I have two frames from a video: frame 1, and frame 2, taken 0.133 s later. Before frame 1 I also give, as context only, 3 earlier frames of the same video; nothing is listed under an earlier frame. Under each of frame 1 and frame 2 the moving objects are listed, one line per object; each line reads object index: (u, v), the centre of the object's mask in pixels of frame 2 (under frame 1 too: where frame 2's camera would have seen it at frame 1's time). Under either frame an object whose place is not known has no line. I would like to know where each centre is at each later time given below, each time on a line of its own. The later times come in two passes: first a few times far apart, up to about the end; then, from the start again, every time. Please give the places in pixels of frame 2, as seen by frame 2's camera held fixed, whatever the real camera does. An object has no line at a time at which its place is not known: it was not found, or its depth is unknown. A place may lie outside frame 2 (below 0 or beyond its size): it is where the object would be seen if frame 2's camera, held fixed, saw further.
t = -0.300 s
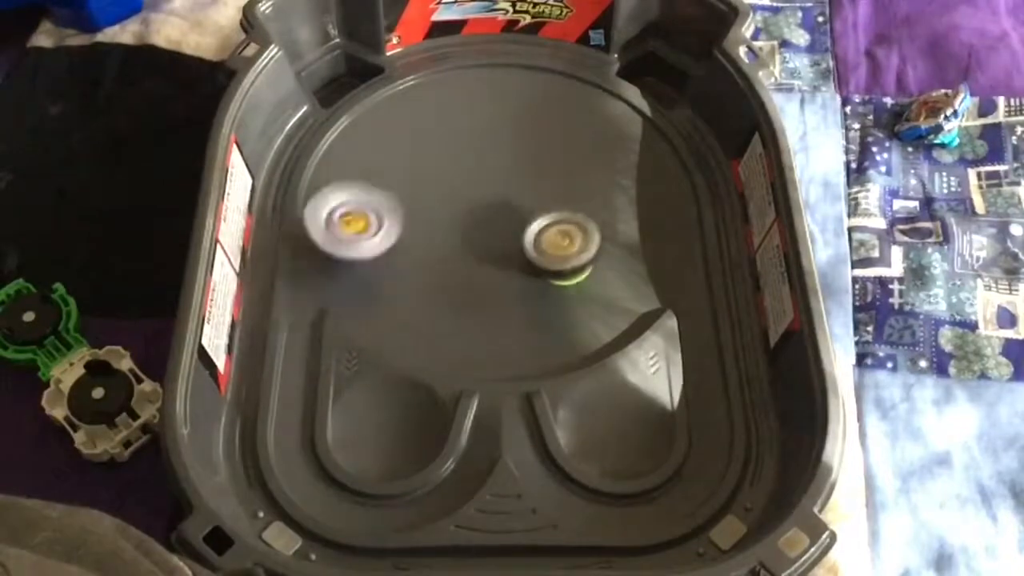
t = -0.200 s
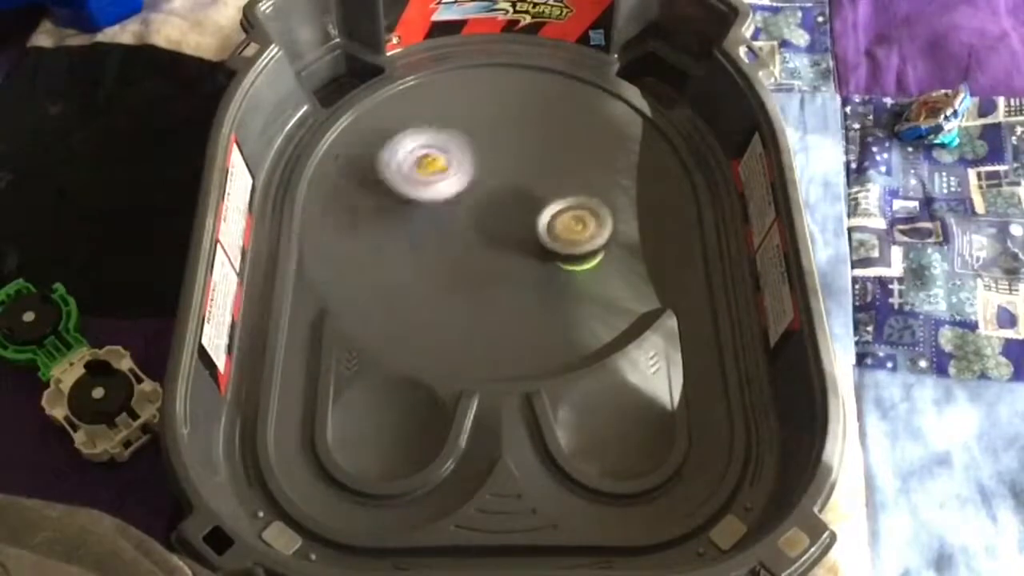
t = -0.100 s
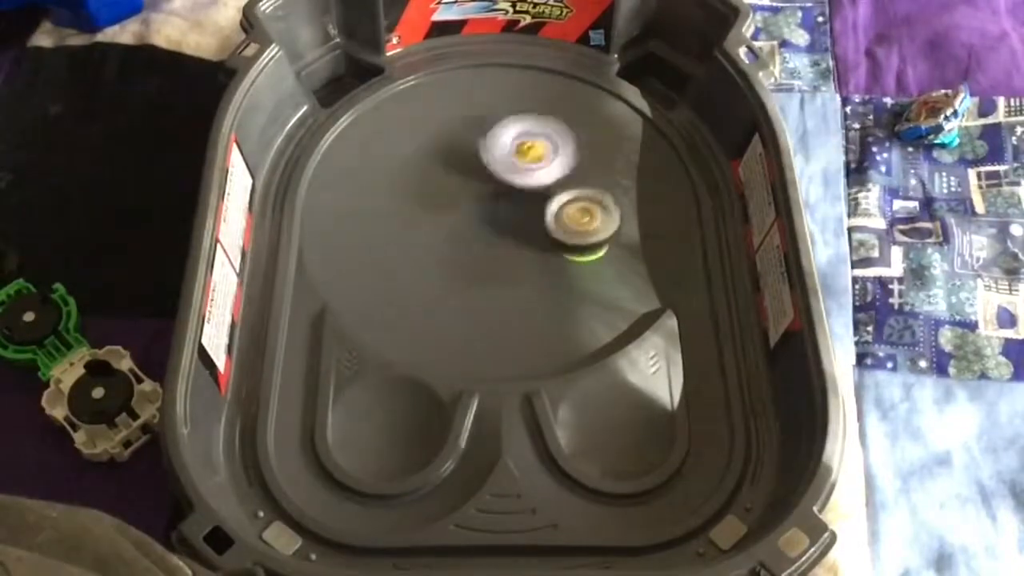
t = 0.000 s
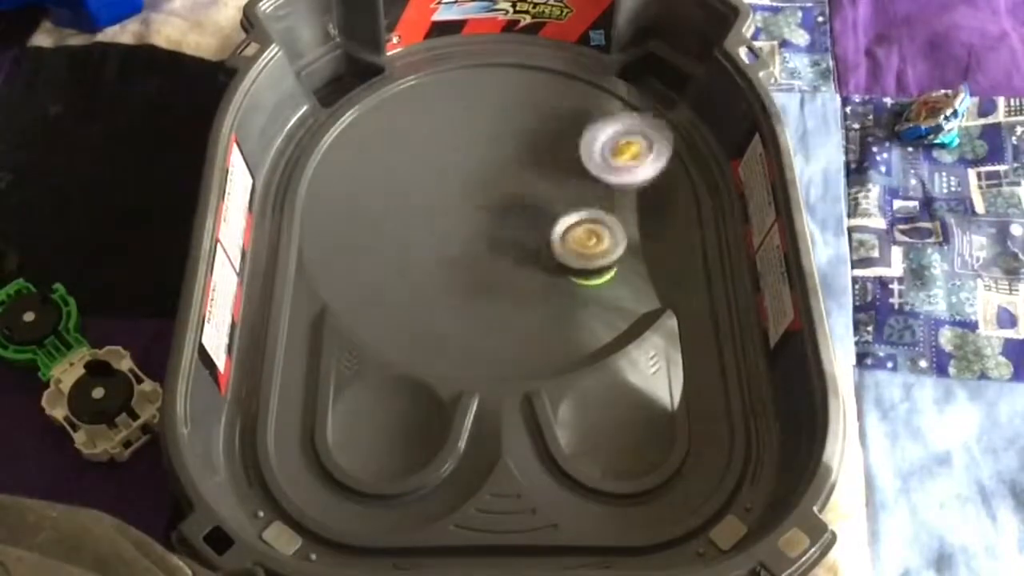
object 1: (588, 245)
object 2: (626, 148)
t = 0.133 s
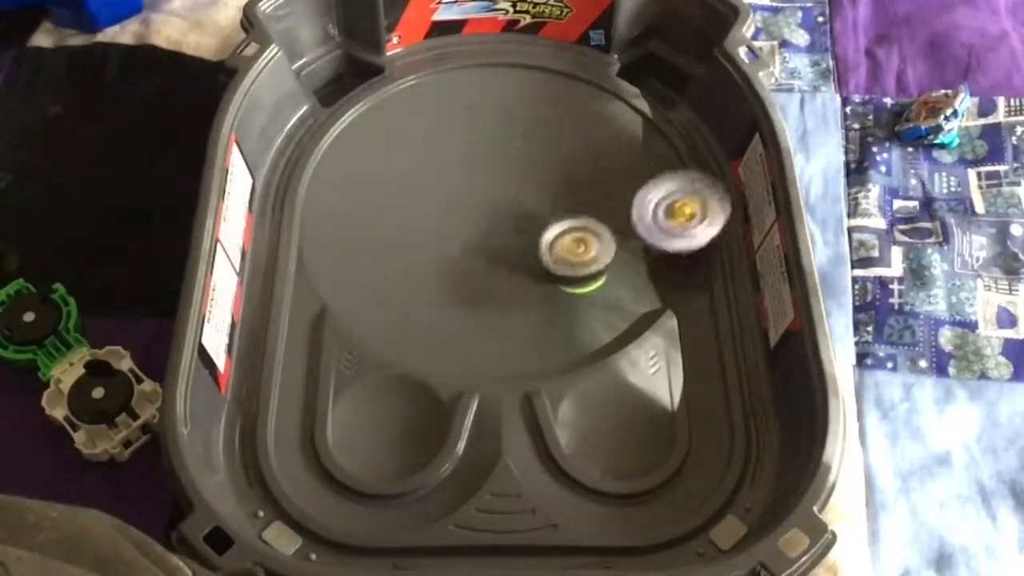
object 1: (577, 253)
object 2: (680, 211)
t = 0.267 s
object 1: (535, 230)
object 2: (653, 279)
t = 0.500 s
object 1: (410, 188)
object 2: (521, 266)
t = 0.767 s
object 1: (378, 241)
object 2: (557, 129)
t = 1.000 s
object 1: (469, 256)
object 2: (667, 148)
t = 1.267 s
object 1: (428, 162)
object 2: (608, 246)
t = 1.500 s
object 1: (369, 141)
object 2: (542, 242)
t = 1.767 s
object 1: (423, 189)
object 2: (568, 137)
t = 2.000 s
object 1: (509, 167)
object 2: (606, 169)
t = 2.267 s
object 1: (476, 141)
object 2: (540, 239)
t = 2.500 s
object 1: (498, 52)
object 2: (460, 276)
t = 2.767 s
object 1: (505, 140)
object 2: (376, 245)
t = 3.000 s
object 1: (573, 190)
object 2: (468, 212)
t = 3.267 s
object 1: (679, 184)
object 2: (545, 242)
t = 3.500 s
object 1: (621, 208)
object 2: (549, 251)
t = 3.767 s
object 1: (583, 214)
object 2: (436, 201)
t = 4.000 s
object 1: (535, 230)
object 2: (491, 122)
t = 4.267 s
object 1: (478, 244)
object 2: (584, 186)
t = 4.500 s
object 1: (415, 202)
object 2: (569, 267)
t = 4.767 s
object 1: (397, 171)
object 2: (517, 294)
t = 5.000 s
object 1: (450, 160)
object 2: (522, 197)
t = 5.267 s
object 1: (489, 110)
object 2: (652, 163)
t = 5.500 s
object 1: (546, 107)
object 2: (654, 202)
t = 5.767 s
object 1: (591, 142)
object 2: (518, 193)
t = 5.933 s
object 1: (601, 182)
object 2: (442, 158)
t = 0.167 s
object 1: (572, 251)
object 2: (673, 231)
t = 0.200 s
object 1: (568, 247)
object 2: (661, 248)
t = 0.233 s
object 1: (559, 241)
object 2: (651, 264)
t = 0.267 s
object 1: (535, 230)
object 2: (653, 279)
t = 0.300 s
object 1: (514, 219)
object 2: (632, 287)
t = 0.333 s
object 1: (494, 209)
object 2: (611, 293)
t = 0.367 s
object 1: (475, 201)
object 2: (591, 297)
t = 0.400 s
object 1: (457, 195)
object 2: (571, 297)
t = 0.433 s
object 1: (440, 191)
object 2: (553, 291)
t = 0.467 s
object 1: (425, 189)
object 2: (534, 281)
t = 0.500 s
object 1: (410, 188)
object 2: (521, 266)
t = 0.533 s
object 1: (398, 189)
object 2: (509, 249)
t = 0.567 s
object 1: (388, 193)
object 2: (506, 230)
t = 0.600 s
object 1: (380, 198)
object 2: (505, 210)
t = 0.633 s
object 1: (375, 204)
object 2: (510, 190)
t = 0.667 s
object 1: (372, 212)
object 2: (516, 173)
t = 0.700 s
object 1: (372, 221)
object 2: (526, 156)
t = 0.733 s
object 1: (373, 231)
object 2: (540, 142)
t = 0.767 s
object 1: (378, 241)
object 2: (557, 129)
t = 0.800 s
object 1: (386, 250)
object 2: (579, 118)
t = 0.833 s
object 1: (398, 258)
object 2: (600, 112)
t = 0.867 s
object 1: (411, 263)
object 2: (622, 111)
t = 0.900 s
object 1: (425, 266)
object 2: (640, 116)
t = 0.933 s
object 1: (440, 265)
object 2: (655, 123)
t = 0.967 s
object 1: (454, 261)
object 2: (663, 134)
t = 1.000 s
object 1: (469, 256)
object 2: (667, 148)
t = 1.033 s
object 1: (482, 249)
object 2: (663, 164)
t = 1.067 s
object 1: (493, 240)
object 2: (655, 181)
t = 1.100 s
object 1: (503, 231)
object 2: (638, 198)
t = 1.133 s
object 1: (509, 220)
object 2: (618, 212)
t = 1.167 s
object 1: (510, 208)
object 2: (594, 221)
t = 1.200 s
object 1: (481, 193)
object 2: (601, 229)
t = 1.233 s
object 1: (451, 176)
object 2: (608, 237)
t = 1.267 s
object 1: (428, 162)
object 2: (608, 246)
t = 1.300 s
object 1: (409, 149)
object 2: (605, 252)
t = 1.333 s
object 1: (395, 140)
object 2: (599, 257)
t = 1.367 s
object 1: (385, 134)
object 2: (590, 260)
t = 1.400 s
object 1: (379, 132)
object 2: (578, 260)
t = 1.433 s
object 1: (374, 133)
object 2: (565, 258)
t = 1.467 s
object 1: (371, 136)
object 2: (555, 252)
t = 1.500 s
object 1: (369, 141)
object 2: (542, 242)
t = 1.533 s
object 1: (369, 146)
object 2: (533, 230)
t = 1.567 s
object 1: (370, 152)
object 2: (528, 215)
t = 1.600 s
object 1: (374, 160)
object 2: (528, 200)
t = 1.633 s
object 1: (381, 168)
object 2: (530, 183)
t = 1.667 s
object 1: (390, 175)
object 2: (534, 168)
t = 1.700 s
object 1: (400, 182)
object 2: (544, 155)
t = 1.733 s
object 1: (411, 186)
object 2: (555, 144)
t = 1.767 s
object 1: (423, 189)
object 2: (568, 137)
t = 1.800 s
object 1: (436, 191)
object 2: (583, 133)
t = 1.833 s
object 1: (450, 191)
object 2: (596, 132)
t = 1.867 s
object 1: (462, 189)
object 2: (606, 135)
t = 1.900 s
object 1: (476, 185)
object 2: (610, 141)
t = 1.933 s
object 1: (489, 180)
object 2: (613, 150)
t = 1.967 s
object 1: (500, 173)
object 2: (613, 159)
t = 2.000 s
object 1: (509, 167)
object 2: (606, 169)
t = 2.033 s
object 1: (512, 161)
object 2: (600, 179)
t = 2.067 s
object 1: (500, 152)
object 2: (605, 191)
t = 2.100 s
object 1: (489, 143)
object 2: (605, 204)
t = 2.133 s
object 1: (481, 138)
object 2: (601, 216)
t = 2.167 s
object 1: (476, 136)
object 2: (591, 226)
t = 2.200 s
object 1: (474, 137)
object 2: (576, 234)
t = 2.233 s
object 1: (474, 139)
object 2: (559, 239)
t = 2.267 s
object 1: (476, 141)
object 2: (540, 239)
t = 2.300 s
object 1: (479, 144)
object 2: (523, 234)
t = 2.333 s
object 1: (484, 148)
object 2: (508, 225)
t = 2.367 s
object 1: (489, 148)
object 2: (495, 215)
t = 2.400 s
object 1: (493, 125)
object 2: (489, 232)
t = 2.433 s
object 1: (496, 93)
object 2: (484, 250)
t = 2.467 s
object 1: (496, 71)
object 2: (474, 265)
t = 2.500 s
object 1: (498, 52)
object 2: (460, 276)
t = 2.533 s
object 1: (499, 51)
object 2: (444, 286)
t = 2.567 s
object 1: (500, 62)
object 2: (426, 292)
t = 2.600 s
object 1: (500, 71)
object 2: (408, 294)
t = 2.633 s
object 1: (500, 84)
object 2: (391, 289)
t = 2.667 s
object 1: (502, 98)
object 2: (378, 282)
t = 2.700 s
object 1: (503, 110)
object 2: (370, 271)
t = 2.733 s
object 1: (503, 125)
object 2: (370, 258)
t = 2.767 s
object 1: (505, 140)
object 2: (376, 245)
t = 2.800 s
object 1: (507, 154)
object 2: (389, 233)
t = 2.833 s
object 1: (510, 165)
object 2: (405, 223)
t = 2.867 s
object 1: (514, 176)
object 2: (424, 215)
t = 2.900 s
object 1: (522, 186)
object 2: (441, 211)
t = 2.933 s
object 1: (540, 189)
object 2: (448, 210)
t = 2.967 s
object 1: (558, 189)
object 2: (456, 211)
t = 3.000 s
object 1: (573, 190)
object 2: (468, 212)
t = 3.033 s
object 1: (590, 190)
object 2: (479, 214)
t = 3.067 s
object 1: (607, 189)
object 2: (493, 217)
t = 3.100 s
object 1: (620, 188)
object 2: (504, 222)
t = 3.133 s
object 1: (635, 189)
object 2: (515, 226)
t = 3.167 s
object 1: (649, 187)
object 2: (524, 230)
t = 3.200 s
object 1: (659, 186)
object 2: (533, 234)
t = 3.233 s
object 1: (669, 186)
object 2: (539, 239)
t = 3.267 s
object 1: (679, 184)
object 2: (545, 242)
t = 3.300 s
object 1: (685, 183)
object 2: (549, 246)
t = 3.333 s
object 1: (680, 189)
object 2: (552, 249)
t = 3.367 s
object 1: (671, 192)
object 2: (554, 252)
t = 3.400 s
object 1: (659, 195)
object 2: (555, 253)
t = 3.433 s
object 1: (645, 200)
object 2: (553, 254)
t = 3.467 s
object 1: (634, 204)
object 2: (553, 254)
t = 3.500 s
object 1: (621, 208)
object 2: (549, 251)
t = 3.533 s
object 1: (613, 210)
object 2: (538, 254)
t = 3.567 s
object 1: (610, 210)
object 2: (519, 255)
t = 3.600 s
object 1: (606, 211)
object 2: (500, 253)
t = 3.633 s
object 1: (602, 212)
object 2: (482, 247)
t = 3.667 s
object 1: (597, 212)
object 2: (467, 239)
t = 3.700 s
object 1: (592, 213)
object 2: (453, 228)
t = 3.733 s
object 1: (588, 213)
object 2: (443, 215)
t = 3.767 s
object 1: (583, 214)
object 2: (436, 201)
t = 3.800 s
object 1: (578, 216)
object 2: (433, 186)
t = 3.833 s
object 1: (572, 217)
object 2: (435, 171)
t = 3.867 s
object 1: (565, 219)
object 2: (440, 158)
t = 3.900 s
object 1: (559, 222)
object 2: (448, 145)
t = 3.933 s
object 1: (551, 226)
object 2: (460, 135)
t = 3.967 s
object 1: (544, 228)
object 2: (475, 127)
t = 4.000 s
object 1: (535, 230)
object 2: (491, 122)
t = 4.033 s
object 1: (528, 232)
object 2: (508, 121)
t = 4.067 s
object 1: (520, 235)
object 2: (525, 123)
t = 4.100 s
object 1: (513, 238)
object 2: (541, 127)
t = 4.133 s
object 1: (506, 240)
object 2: (556, 135)
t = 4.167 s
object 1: (497, 243)
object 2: (568, 145)
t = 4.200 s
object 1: (490, 244)
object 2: (577, 158)
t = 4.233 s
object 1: (483, 244)
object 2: (582, 171)
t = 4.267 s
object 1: (478, 244)
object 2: (584, 186)
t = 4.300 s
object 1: (473, 243)
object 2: (582, 200)
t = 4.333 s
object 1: (469, 240)
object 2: (576, 214)
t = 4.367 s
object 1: (465, 236)
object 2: (566, 227)
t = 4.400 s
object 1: (462, 232)
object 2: (553, 237)
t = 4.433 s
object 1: (446, 222)
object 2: (556, 247)
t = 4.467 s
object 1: (428, 211)
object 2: (565, 256)
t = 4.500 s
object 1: (415, 202)
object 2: (569, 267)
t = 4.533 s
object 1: (405, 193)
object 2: (572, 279)
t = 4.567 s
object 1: (397, 186)
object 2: (572, 289)
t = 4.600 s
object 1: (394, 180)
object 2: (568, 299)
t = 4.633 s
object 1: (392, 176)
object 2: (560, 306)
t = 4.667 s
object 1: (391, 173)
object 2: (549, 309)
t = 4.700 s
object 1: (391, 172)
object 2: (538, 308)
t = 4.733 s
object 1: (393, 171)
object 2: (526, 302)
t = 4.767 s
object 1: (397, 171)
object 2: (517, 294)
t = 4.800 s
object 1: (401, 169)
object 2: (509, 281)
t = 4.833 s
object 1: (407, 169)
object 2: (506, 267)
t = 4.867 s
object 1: (413, 168)
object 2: (506, 254)
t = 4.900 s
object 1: (422, 167)
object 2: (508, 240)
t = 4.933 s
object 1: (431, 165)
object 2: (511, 226)
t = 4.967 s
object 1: (440, 163)
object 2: (516, 211)
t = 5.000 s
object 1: (450, 160)
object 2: (522, 197)
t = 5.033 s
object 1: (459, 157)
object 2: (531, 184)
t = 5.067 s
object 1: (458, 145)
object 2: (552, 177)
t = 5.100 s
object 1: (458, 136)
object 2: (572, 172)
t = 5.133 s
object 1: (462, 130)
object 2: (589, 169)
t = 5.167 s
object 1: (467, 124)
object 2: (606, 165)
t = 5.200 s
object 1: (474, 118)
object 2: (622, 164)
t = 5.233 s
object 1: (481, 115)
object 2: (638, 163)
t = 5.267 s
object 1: (489, 110)
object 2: (652, 163)
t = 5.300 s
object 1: (496, 108)
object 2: (664, 166)
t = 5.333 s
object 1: (504, 107)
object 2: (673, 169)
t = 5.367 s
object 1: (513, 104)
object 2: (679, 175)
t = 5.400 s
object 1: (521, 104)
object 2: (681, 181)
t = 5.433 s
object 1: (529, 105)
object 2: (677, 188)
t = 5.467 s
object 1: (538, 106)
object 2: (667, 197)
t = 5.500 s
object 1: (546, 107)
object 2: (654, 202)
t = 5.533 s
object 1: (553, 110)
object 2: (640, 207)
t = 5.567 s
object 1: (560, 112)
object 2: (623, 210)
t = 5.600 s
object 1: (567, 116)
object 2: (604, 210)
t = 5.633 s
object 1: (572, 120)
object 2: (587, 209)
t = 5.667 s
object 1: (579, 124)
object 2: (569, 207)
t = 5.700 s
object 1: (583, 129)
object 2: (552, 203)
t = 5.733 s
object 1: (587, 136)
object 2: (535, 198)
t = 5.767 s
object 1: (591, 142)
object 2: (518, 193)
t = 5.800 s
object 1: (595, 150)
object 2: (502, 187)
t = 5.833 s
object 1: (597, 159)
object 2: (486, 180)
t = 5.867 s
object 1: (599, 165)
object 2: (470, 173)
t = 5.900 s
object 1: (600, 174)
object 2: (456, 166)
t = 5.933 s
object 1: (601, 182)
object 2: (442, 158)
